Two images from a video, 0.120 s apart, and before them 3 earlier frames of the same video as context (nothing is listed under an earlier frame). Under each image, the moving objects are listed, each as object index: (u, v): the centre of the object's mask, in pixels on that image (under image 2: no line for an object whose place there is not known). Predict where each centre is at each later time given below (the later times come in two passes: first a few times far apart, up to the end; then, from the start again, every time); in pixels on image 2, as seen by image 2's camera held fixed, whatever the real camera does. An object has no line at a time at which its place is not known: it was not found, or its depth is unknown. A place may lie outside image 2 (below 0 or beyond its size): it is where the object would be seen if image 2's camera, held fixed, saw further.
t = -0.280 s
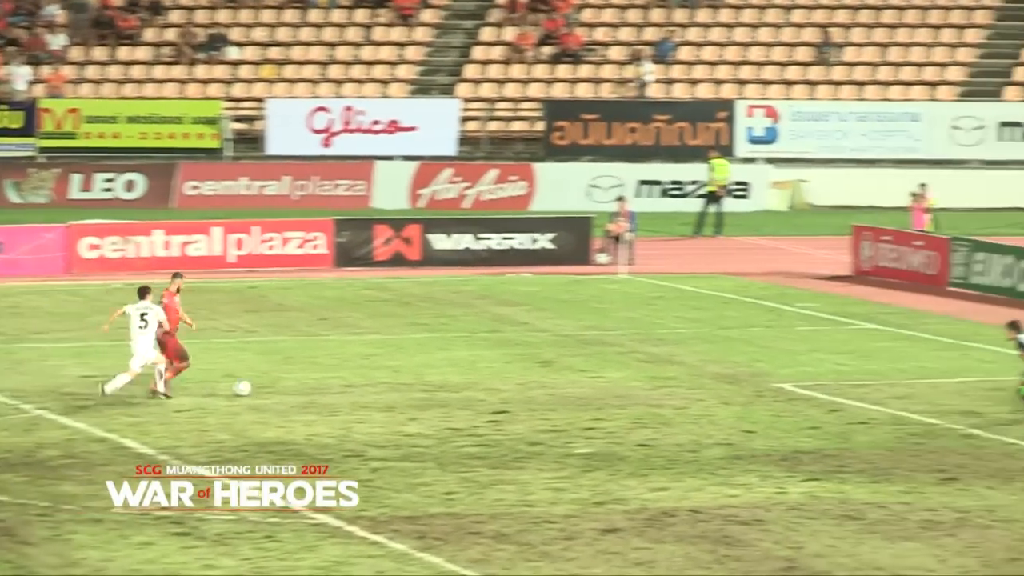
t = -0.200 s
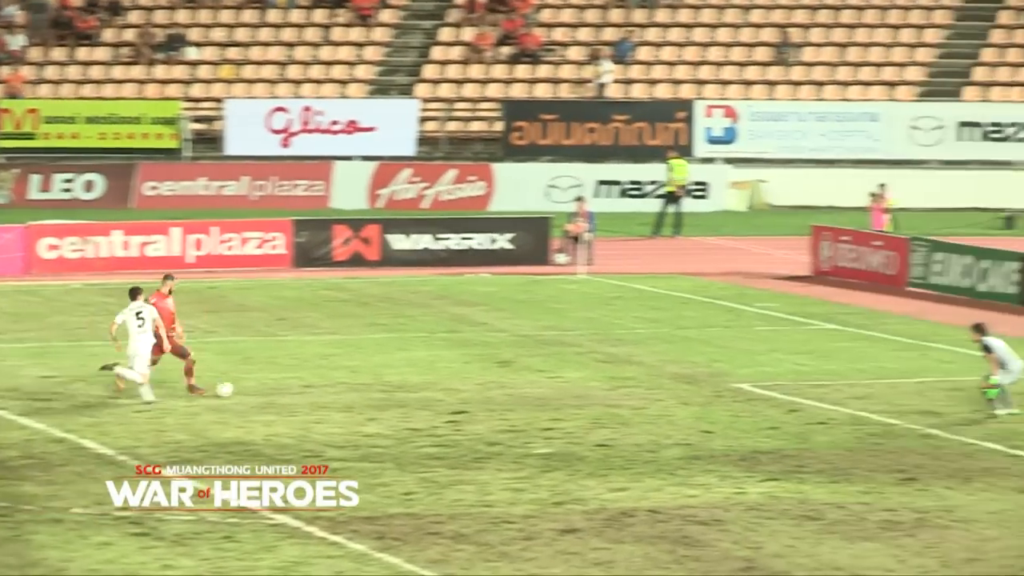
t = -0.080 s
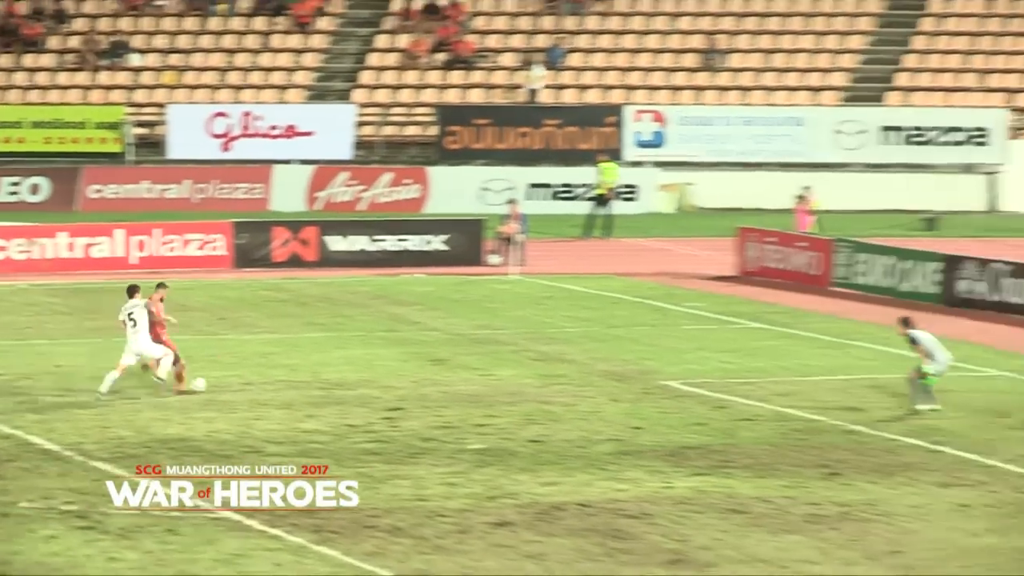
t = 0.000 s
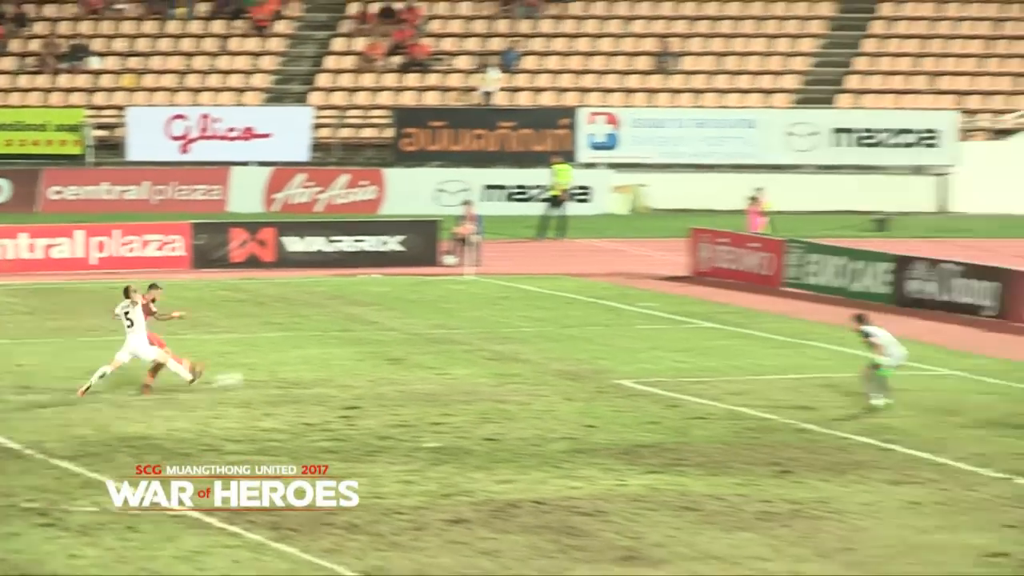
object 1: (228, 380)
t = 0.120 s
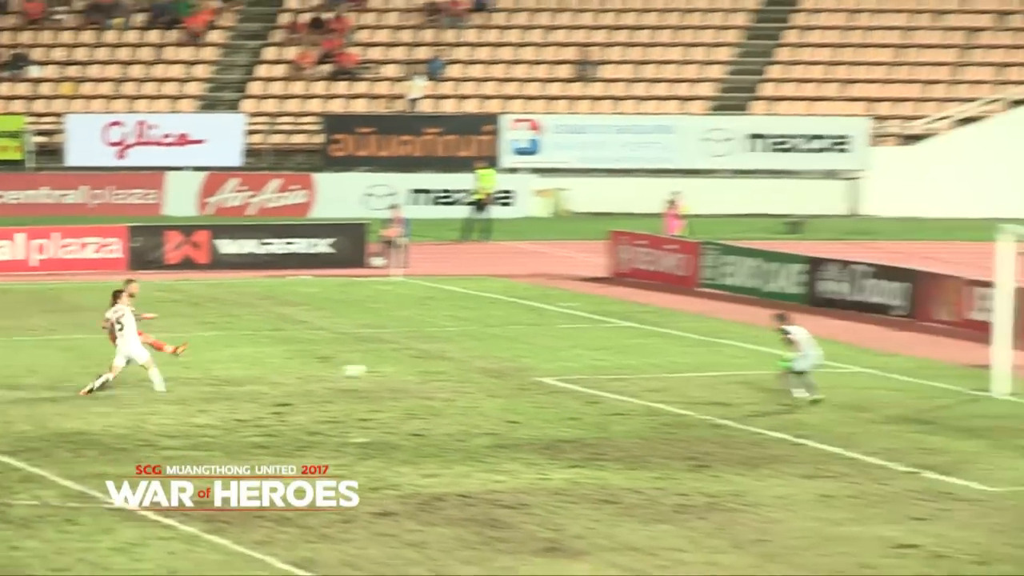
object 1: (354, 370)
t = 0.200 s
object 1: (476, 372)
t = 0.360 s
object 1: (703, 388)
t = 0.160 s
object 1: (415, 370)
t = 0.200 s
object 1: (476, 372)
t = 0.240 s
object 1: (534, 375)
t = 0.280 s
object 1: (592, 379)
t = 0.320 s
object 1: (648, 382)
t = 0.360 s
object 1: (703, 388)
